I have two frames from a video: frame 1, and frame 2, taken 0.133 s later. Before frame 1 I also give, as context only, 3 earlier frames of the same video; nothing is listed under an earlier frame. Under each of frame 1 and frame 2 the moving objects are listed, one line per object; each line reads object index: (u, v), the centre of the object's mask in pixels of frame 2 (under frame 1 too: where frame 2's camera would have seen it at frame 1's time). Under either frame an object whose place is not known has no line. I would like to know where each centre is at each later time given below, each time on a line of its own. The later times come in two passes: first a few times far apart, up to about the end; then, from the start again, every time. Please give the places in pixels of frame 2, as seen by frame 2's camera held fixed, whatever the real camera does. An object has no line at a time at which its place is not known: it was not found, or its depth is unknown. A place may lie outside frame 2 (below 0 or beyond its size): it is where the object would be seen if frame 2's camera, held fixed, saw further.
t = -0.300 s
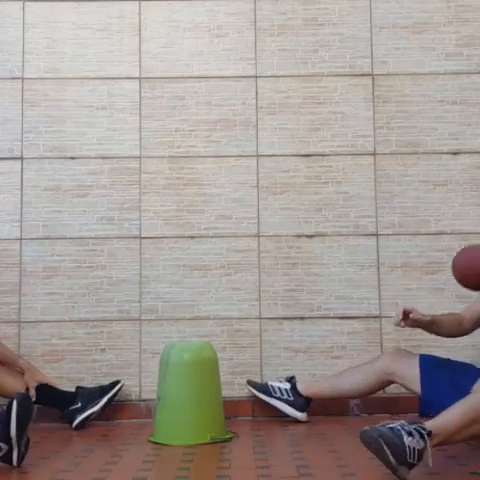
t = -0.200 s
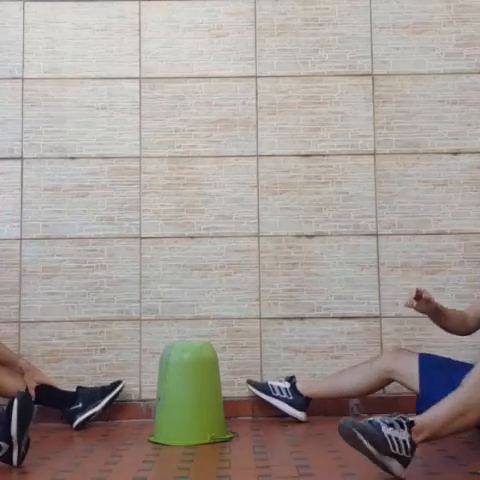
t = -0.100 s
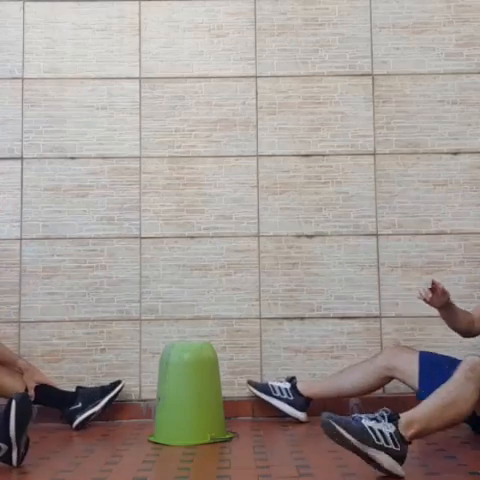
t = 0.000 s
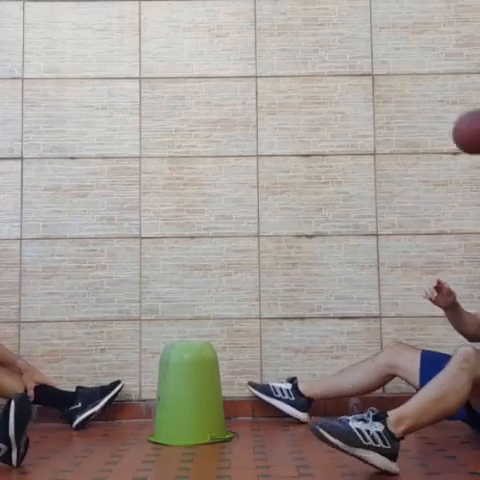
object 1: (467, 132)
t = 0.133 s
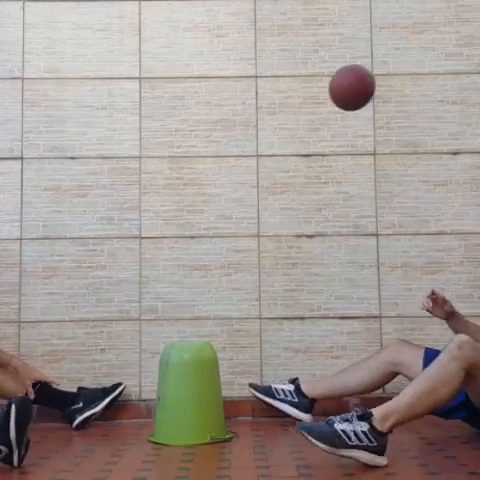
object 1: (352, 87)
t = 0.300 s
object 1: (204, 106)
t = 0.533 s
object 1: (11, 266)
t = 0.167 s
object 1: (322, 85)
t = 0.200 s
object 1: (292, 85)
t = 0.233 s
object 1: (262, 89)
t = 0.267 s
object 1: (233, 96)
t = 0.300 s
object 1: (204, 106)
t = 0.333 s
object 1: (175, 119)
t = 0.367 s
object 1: (146, 135)
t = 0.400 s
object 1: (118, 154)
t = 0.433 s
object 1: (89, 177)
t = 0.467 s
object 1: (60, 203)
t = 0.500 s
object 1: (30, 233)
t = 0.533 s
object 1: (11, 266)
